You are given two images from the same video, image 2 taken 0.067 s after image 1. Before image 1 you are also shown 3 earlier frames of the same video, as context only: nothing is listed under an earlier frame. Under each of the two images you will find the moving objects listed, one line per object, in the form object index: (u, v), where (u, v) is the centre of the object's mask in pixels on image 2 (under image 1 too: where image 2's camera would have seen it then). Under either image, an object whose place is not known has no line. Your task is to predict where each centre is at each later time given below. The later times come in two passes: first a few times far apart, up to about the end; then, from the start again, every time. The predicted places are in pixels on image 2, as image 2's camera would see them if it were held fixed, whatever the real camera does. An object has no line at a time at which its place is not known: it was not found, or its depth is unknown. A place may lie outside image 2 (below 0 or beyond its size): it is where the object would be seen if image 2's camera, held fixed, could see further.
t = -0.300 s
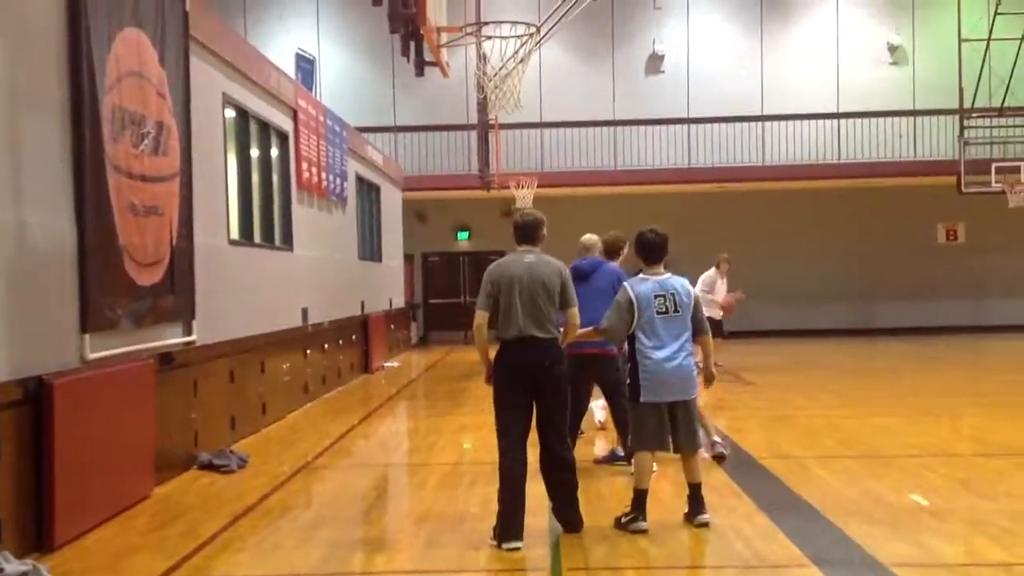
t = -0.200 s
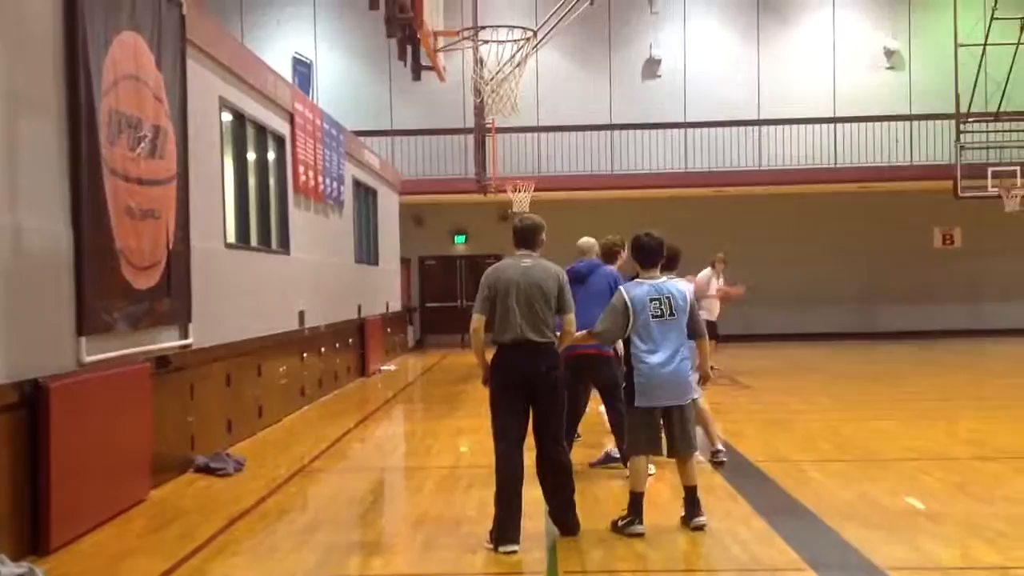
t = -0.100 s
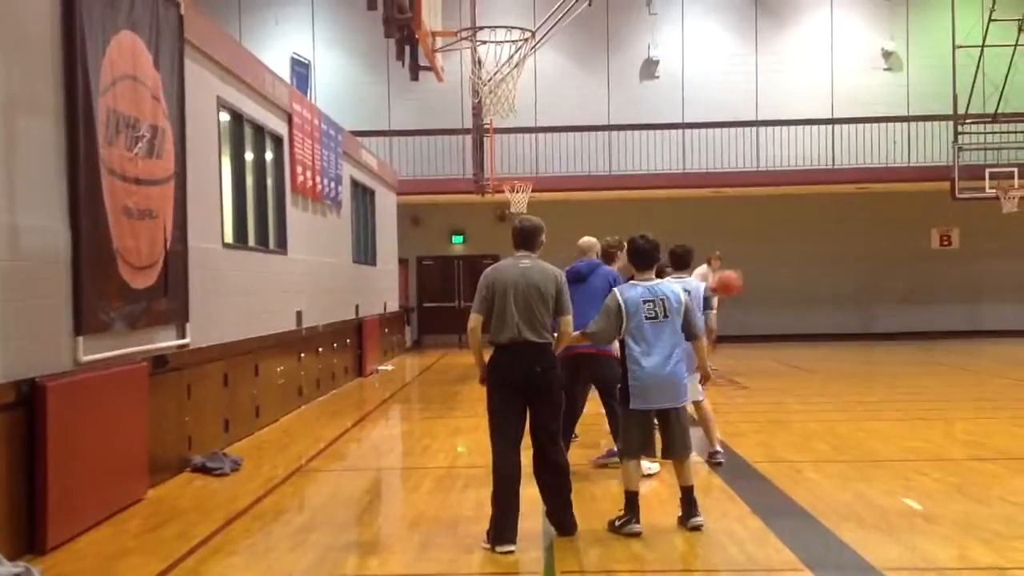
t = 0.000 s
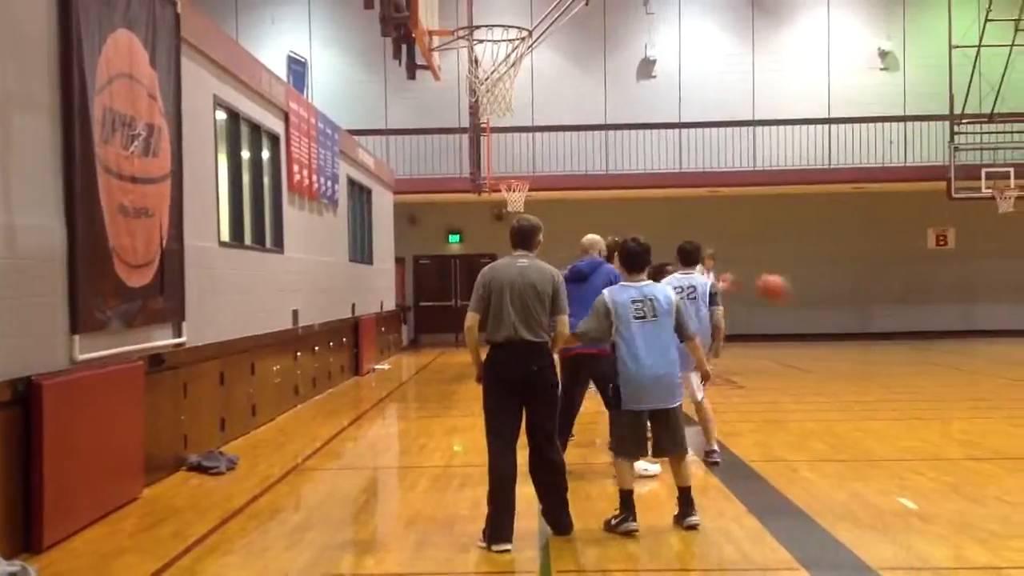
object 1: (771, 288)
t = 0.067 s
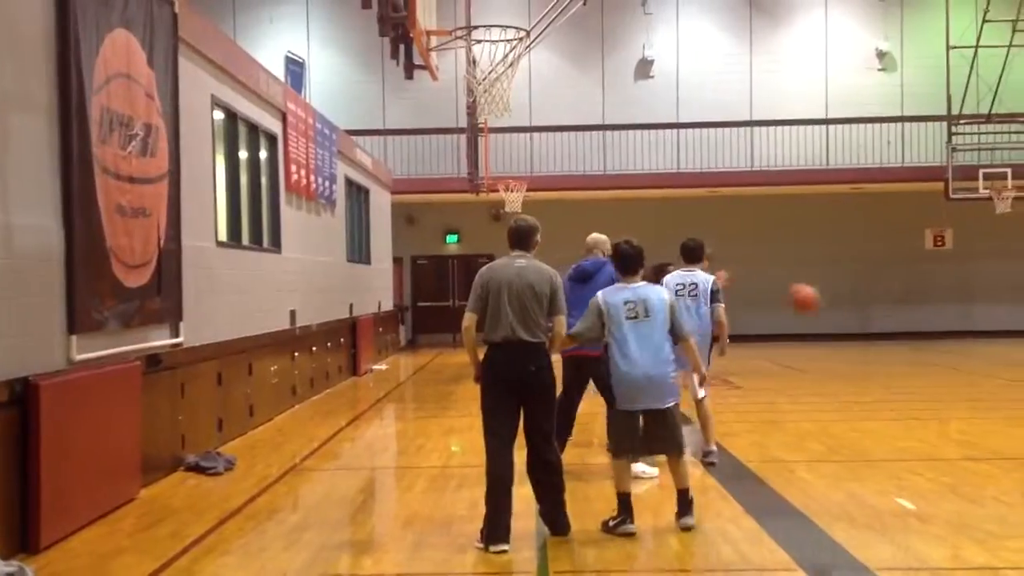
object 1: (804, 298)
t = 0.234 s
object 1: (902, 352)
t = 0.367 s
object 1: (990, 432)
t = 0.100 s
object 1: (824, 305)
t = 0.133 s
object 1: (841, 314)
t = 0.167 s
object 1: (862, 326)
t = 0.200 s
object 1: (883, 337)
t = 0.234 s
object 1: (902, 352)
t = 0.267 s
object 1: (923, 369)
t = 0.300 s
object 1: (944, 391)
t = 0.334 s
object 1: (966, 411)
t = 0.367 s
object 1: (990, 432)
